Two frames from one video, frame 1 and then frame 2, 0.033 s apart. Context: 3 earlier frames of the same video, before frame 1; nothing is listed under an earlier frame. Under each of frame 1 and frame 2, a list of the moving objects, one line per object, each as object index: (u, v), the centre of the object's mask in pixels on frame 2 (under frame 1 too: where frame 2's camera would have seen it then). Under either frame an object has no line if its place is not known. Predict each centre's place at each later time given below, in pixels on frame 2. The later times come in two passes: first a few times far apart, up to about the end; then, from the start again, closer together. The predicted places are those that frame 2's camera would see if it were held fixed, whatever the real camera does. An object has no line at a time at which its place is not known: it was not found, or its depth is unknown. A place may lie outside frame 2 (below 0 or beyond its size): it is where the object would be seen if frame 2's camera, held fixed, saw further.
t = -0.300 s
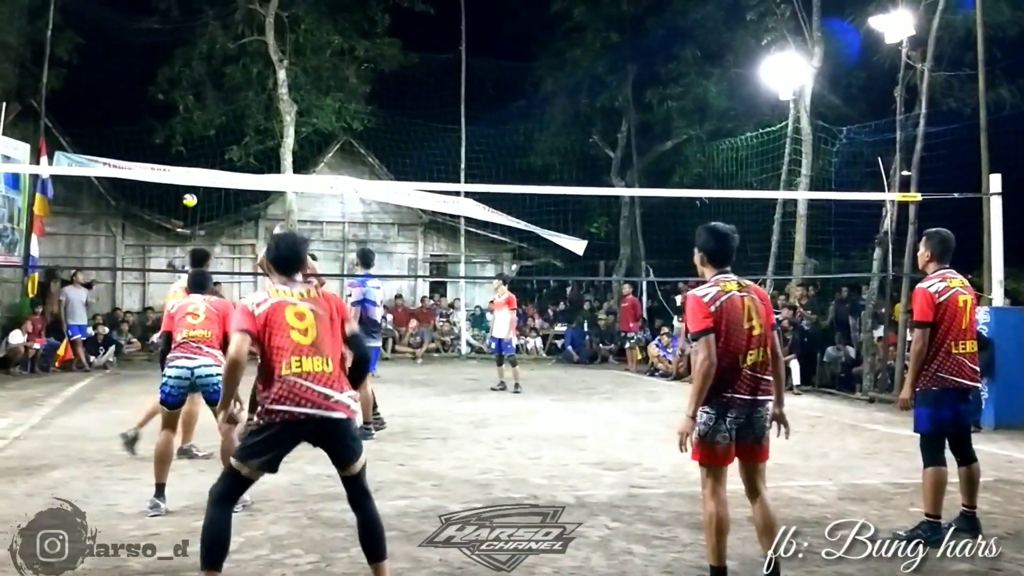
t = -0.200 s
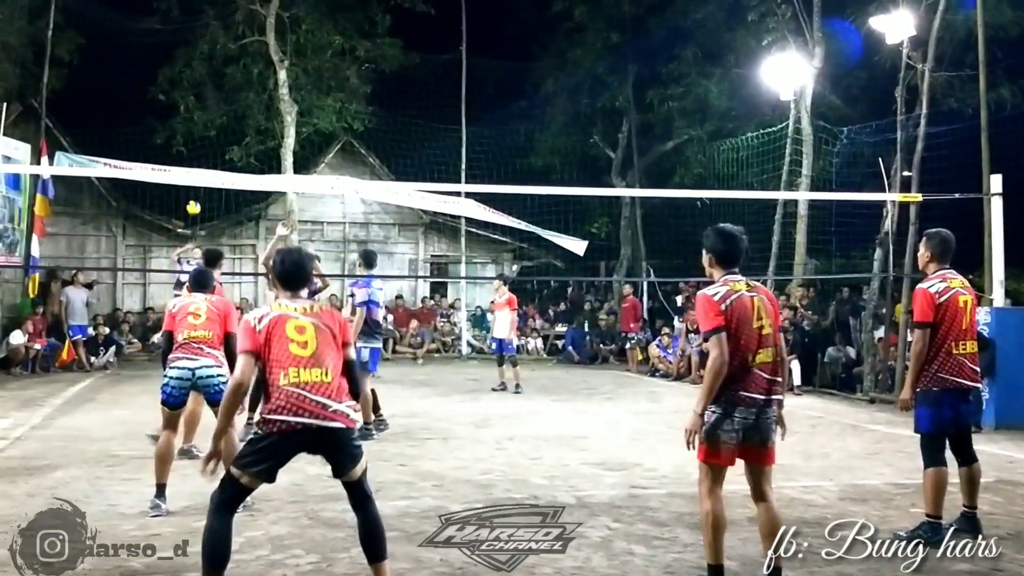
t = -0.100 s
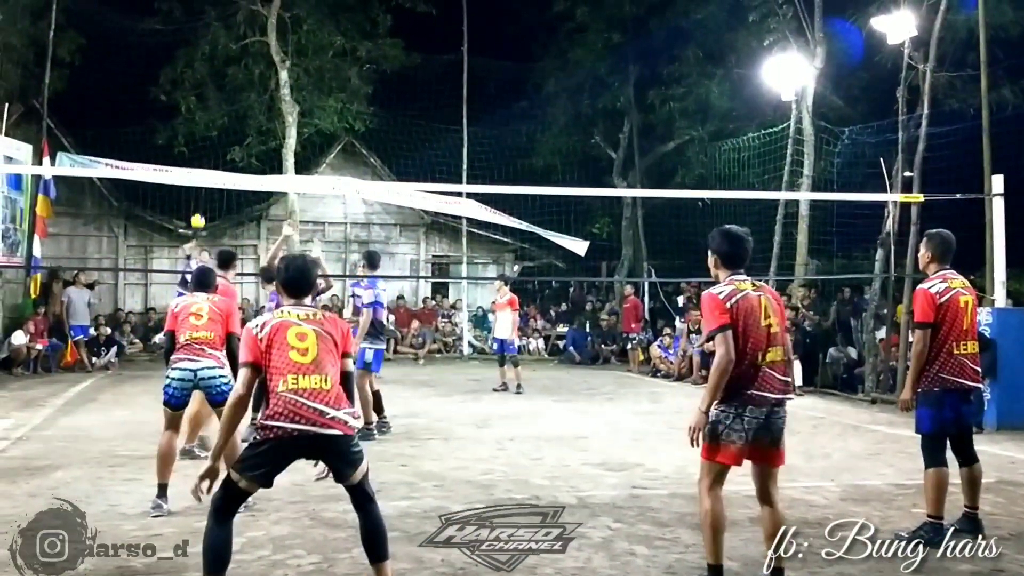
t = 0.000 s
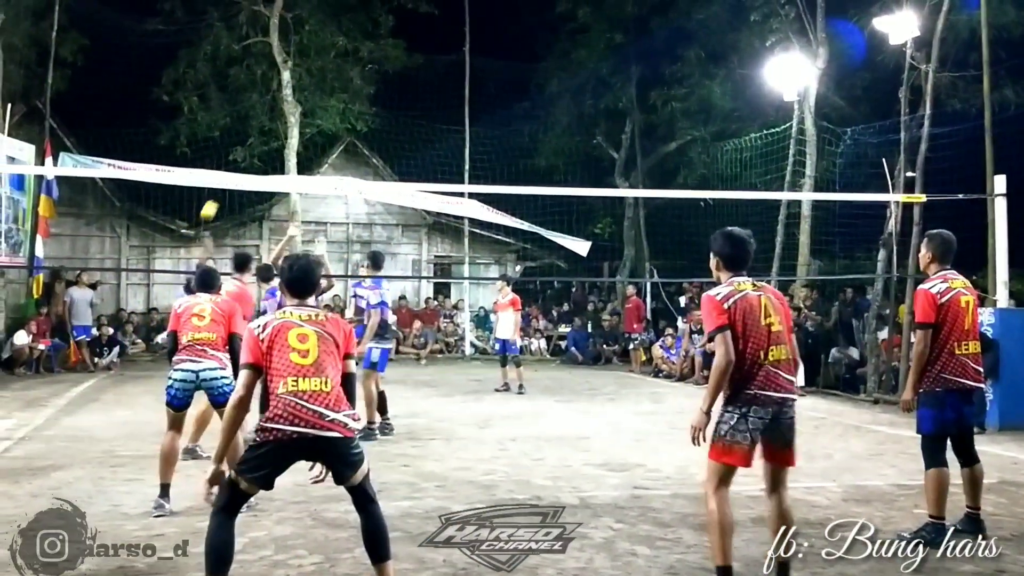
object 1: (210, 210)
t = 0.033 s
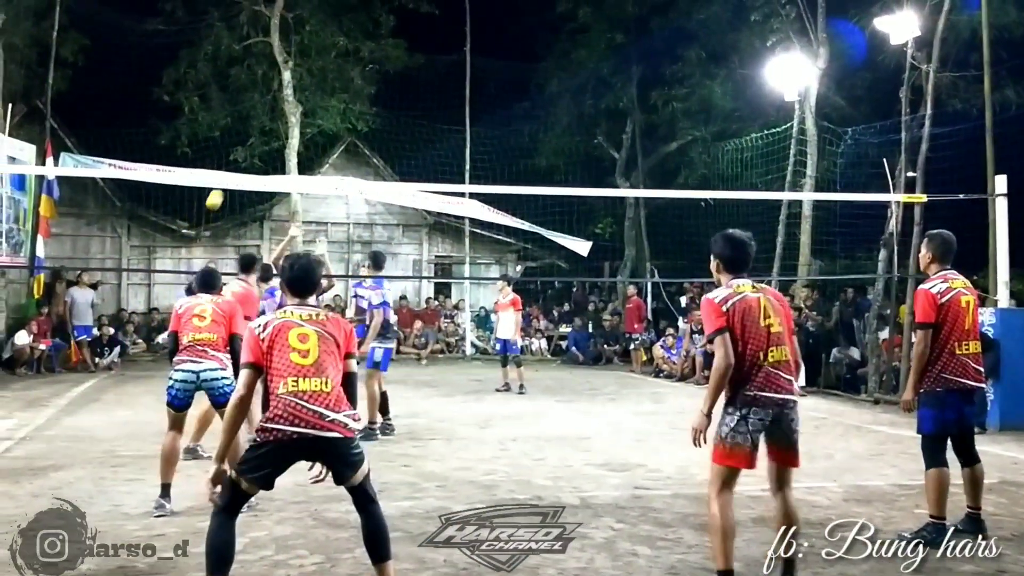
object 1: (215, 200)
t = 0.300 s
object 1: (255, 125)
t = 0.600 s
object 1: (329, 81)
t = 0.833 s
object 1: (430, 115)
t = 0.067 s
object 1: (218, 193)
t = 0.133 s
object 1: (230, 166)
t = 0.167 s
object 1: (234, 158)
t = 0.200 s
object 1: (239, 150)
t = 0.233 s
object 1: (244, 141)
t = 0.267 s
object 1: (249, 133)
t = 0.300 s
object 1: (255, 125)
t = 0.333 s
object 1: (261, 119)
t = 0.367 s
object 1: (267, 112)
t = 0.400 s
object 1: (274, 106)
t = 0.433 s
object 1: (281, 100)
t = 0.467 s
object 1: (289, 94)
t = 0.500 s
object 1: (298, 89)
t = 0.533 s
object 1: (308, 85)
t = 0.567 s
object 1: (317, 82)
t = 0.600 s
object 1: (329, 81)
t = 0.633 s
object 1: (341, 81)
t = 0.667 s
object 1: (354, 82)
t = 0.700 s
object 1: (368, 86)
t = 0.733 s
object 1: (382, 91)
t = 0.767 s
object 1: (397, 97)
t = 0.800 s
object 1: (413, 105)
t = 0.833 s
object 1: (430, 115)
